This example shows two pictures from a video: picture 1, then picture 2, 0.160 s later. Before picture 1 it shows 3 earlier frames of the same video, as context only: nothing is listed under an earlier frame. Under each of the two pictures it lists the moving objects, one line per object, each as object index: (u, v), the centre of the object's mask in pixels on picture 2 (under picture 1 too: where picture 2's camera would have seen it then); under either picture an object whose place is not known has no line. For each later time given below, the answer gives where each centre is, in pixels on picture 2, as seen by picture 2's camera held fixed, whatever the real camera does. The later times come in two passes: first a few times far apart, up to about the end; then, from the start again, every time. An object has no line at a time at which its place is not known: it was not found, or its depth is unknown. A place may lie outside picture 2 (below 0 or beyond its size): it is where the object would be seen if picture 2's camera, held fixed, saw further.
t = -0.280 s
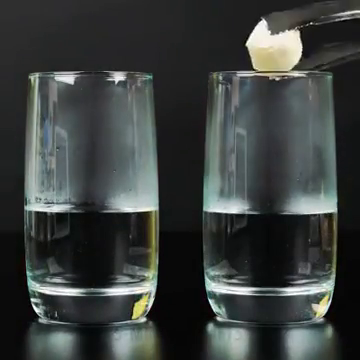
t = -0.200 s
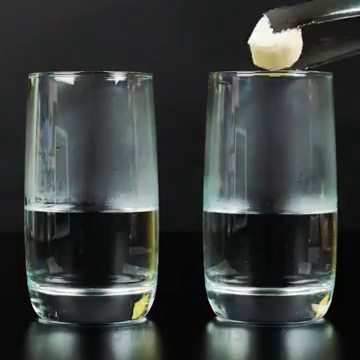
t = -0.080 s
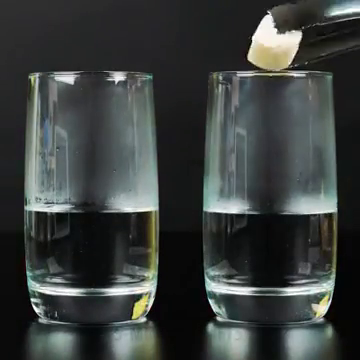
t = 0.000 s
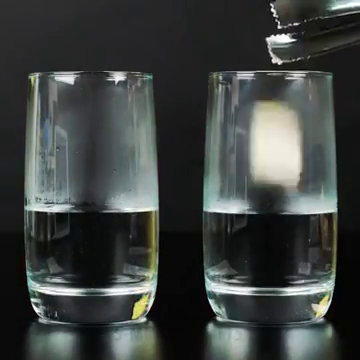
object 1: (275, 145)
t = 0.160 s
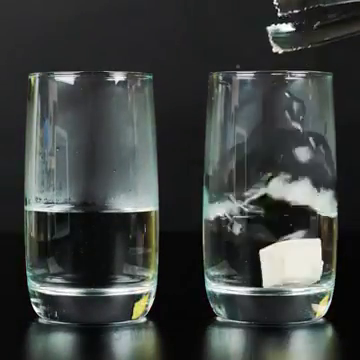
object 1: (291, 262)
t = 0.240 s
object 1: (290, 260)
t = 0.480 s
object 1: (295, 235)
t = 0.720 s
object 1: (289, 225)
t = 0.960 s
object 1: (266, 224)
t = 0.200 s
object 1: (292, 262)
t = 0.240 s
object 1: (290, 260)
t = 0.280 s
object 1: (290, 257)
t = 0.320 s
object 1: (293, 247)
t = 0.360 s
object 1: (292, 243)
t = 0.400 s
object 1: (289, 236)
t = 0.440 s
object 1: (294, 228)
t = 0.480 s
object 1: (295, 235)
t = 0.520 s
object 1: (293, 232)
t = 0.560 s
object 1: (292, 228)
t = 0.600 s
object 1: (292, 227)
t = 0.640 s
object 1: (292, 223)
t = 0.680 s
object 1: (291, 224)
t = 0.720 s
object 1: (289, 225)
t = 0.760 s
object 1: (289, 226)
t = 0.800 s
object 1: (286, 225)
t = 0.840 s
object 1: (281, 225)
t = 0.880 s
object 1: (275, 225)
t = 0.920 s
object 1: (270, 224)
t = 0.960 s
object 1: (266, 224)
